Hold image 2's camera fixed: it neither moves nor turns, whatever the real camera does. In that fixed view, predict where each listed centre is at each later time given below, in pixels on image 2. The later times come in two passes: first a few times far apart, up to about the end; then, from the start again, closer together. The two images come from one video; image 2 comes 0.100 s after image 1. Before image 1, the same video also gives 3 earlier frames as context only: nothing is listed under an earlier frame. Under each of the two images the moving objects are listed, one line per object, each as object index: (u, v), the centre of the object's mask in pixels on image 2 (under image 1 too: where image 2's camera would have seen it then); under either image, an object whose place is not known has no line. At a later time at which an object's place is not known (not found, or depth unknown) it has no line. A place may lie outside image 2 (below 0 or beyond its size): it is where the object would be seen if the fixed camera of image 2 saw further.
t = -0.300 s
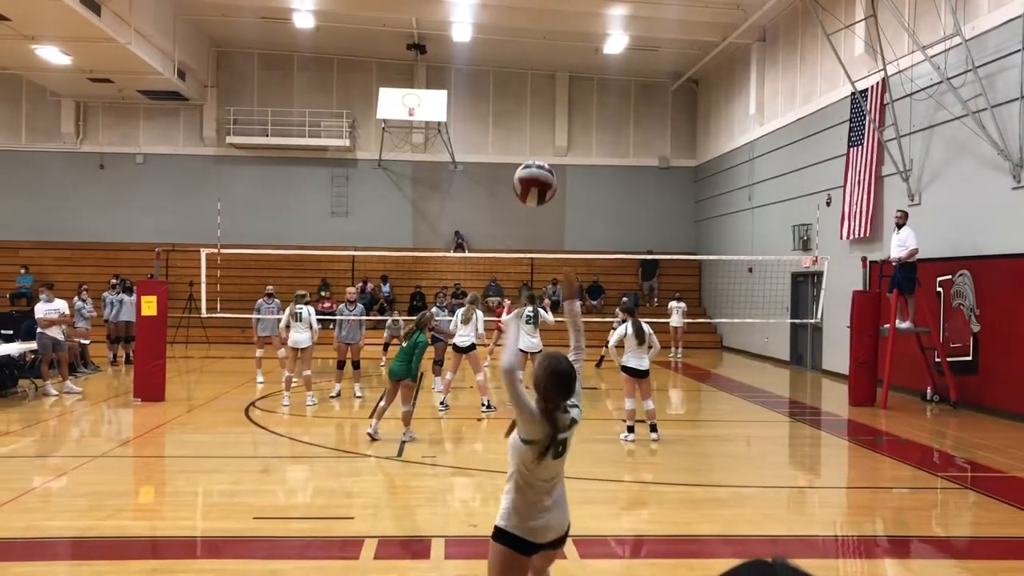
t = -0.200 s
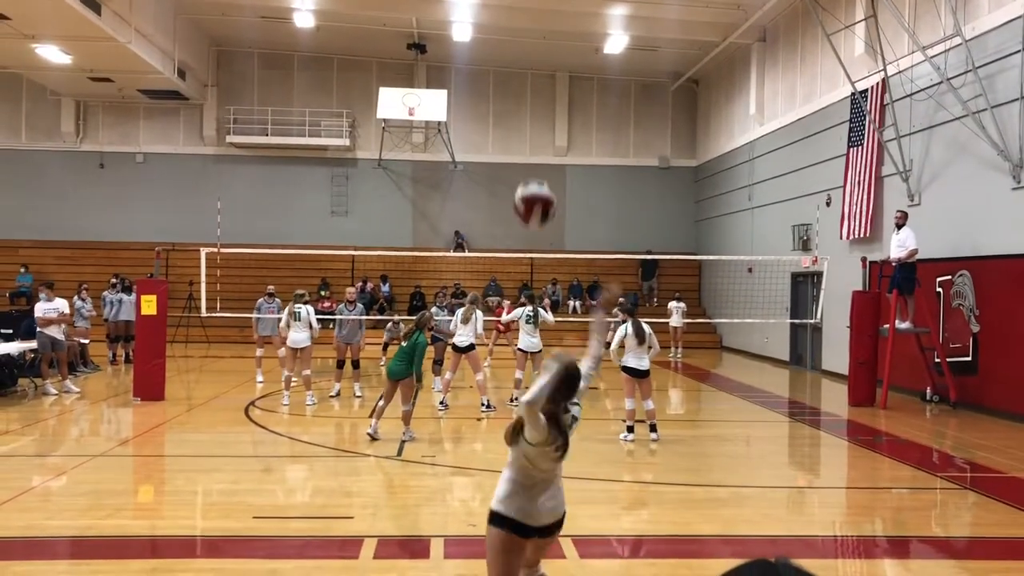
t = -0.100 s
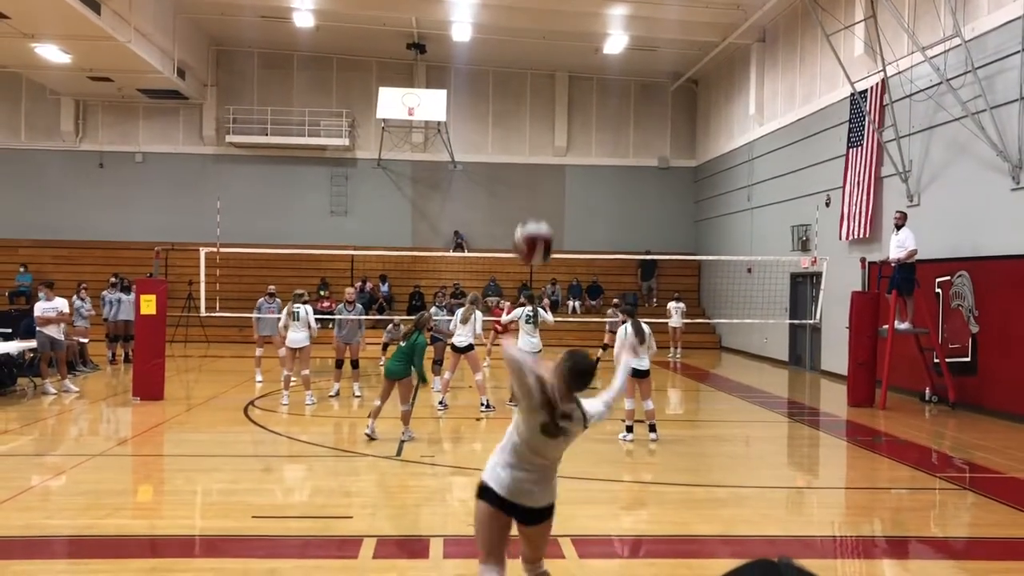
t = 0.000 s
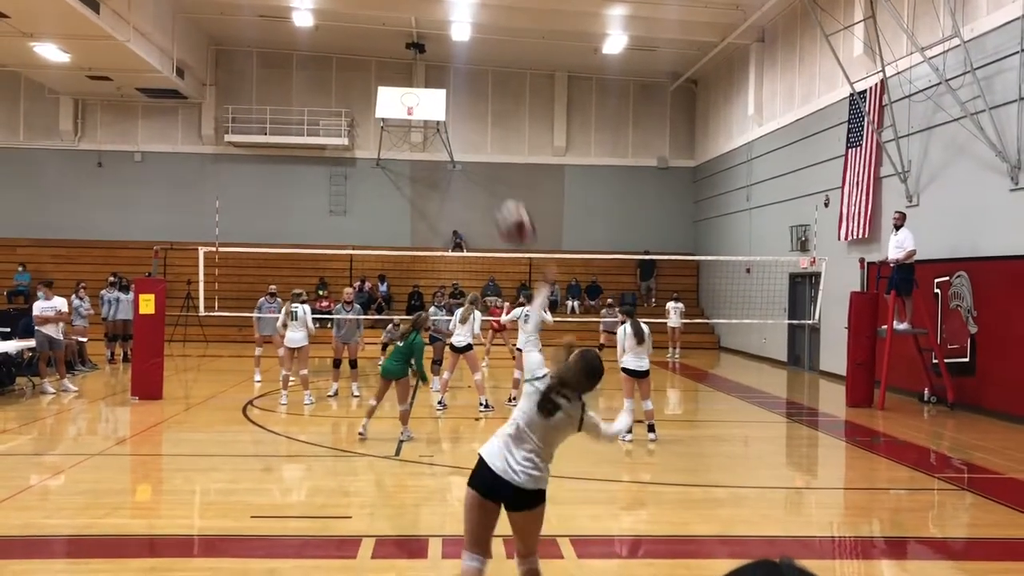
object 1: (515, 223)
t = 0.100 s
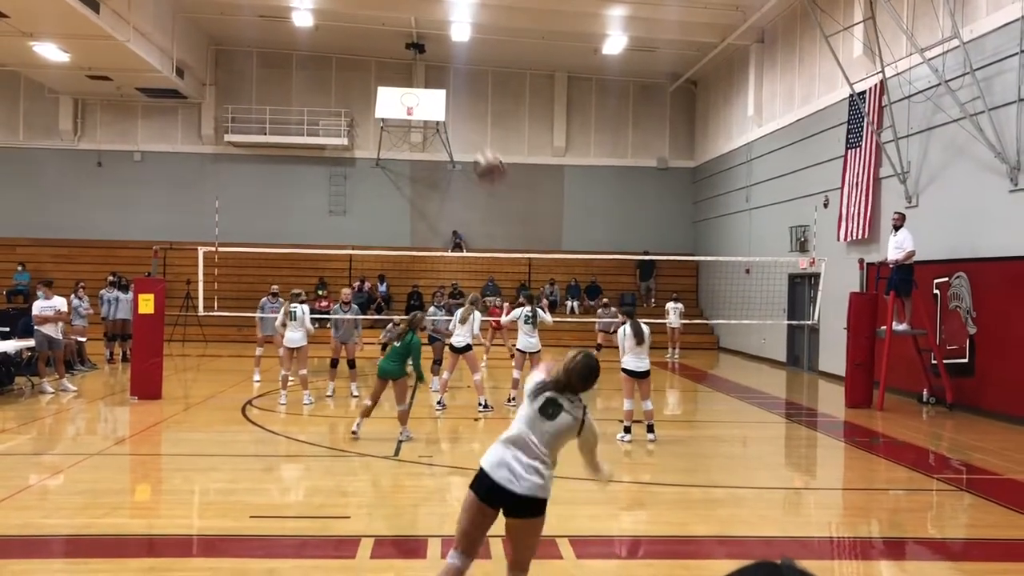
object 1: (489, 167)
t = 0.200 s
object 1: (470, 138)
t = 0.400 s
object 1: (445, 130)
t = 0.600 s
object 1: (432, 153)
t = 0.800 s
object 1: (422, 194)
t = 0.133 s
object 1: (482, 154)
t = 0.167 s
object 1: (475, 145)
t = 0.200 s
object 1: (470, 138)
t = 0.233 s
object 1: (466, 133)
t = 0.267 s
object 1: (461, 130)
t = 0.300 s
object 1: (457, 128)
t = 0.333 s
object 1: (452, 128)
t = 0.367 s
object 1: (448, 129)
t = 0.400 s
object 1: (445, 130)
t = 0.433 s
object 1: (441, 133)
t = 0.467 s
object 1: (440, 136)
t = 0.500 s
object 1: (437, 139)
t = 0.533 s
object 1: (435, 144)
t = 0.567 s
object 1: (433, 148)
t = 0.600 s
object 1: (432, 153)
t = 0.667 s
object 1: (428, 165)
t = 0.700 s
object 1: (426, 173)
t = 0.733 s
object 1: (424, 179)
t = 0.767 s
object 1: (423, 186)
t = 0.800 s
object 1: (422, 194)
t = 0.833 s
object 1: (420, 202)
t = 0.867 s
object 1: (420, 210)
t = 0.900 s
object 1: (419, 218)
